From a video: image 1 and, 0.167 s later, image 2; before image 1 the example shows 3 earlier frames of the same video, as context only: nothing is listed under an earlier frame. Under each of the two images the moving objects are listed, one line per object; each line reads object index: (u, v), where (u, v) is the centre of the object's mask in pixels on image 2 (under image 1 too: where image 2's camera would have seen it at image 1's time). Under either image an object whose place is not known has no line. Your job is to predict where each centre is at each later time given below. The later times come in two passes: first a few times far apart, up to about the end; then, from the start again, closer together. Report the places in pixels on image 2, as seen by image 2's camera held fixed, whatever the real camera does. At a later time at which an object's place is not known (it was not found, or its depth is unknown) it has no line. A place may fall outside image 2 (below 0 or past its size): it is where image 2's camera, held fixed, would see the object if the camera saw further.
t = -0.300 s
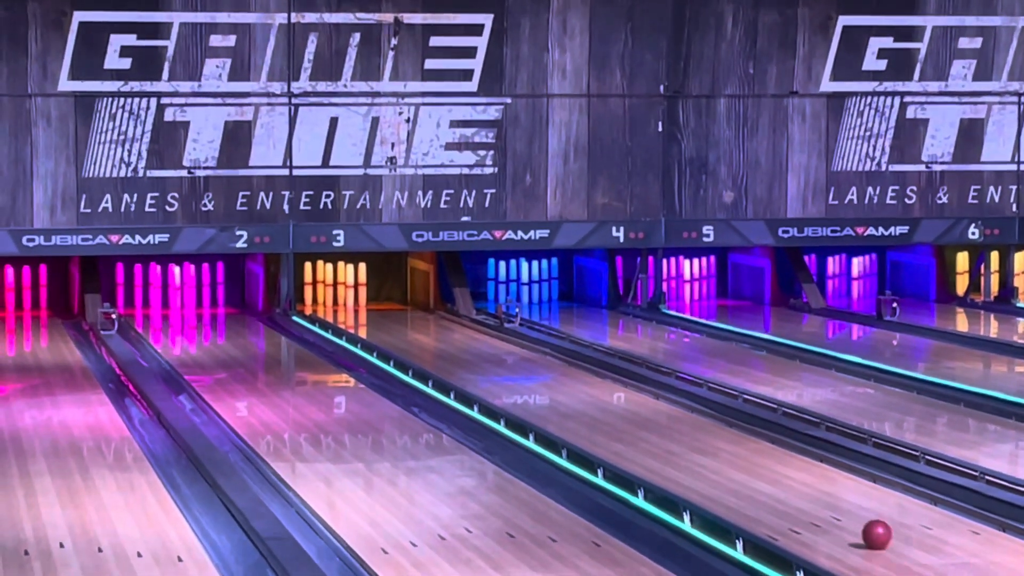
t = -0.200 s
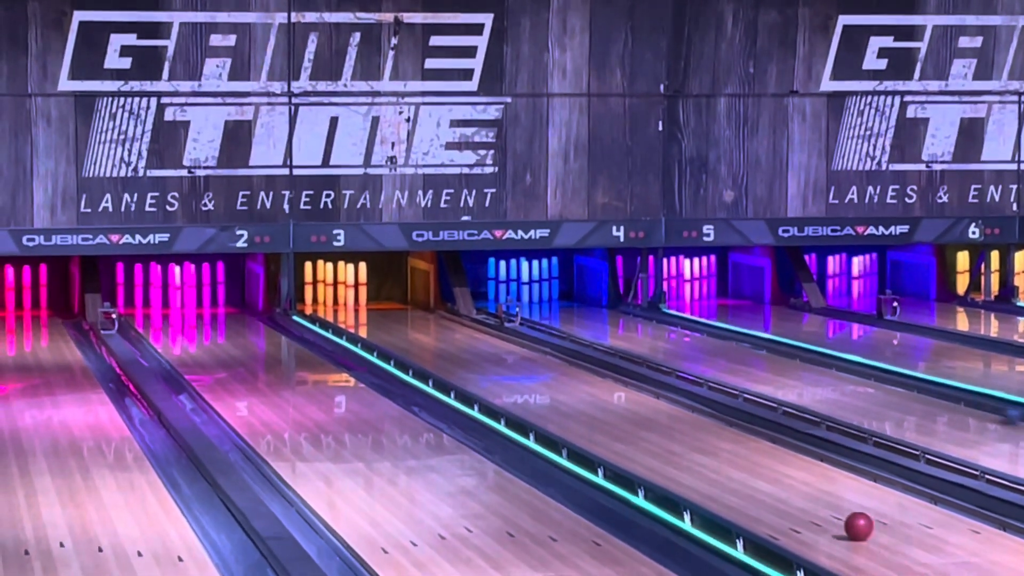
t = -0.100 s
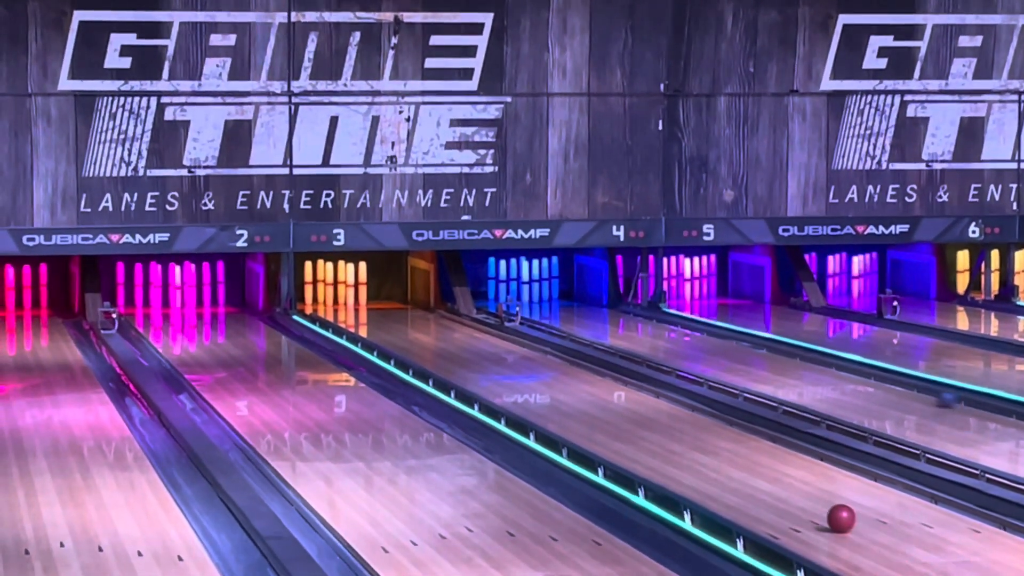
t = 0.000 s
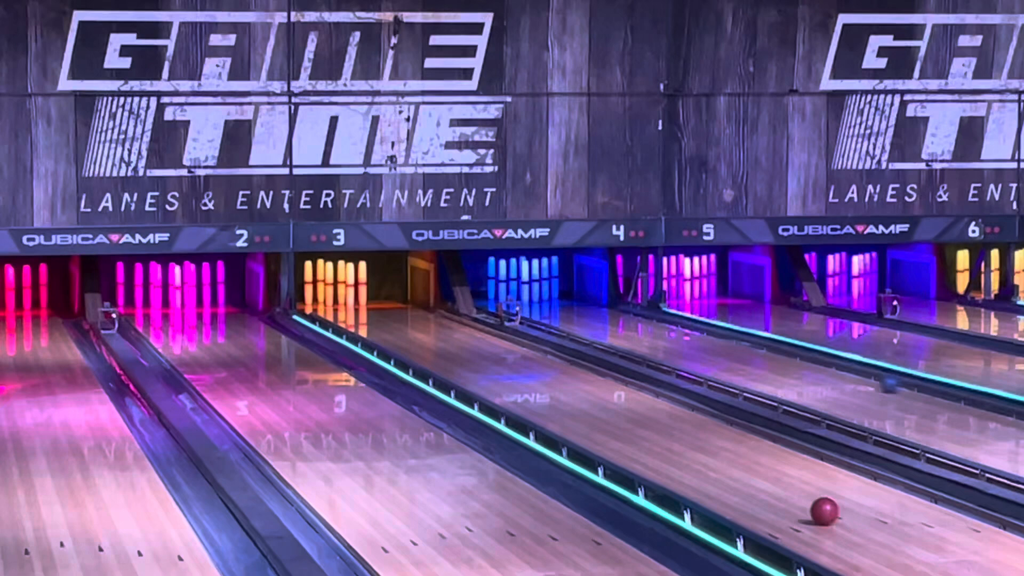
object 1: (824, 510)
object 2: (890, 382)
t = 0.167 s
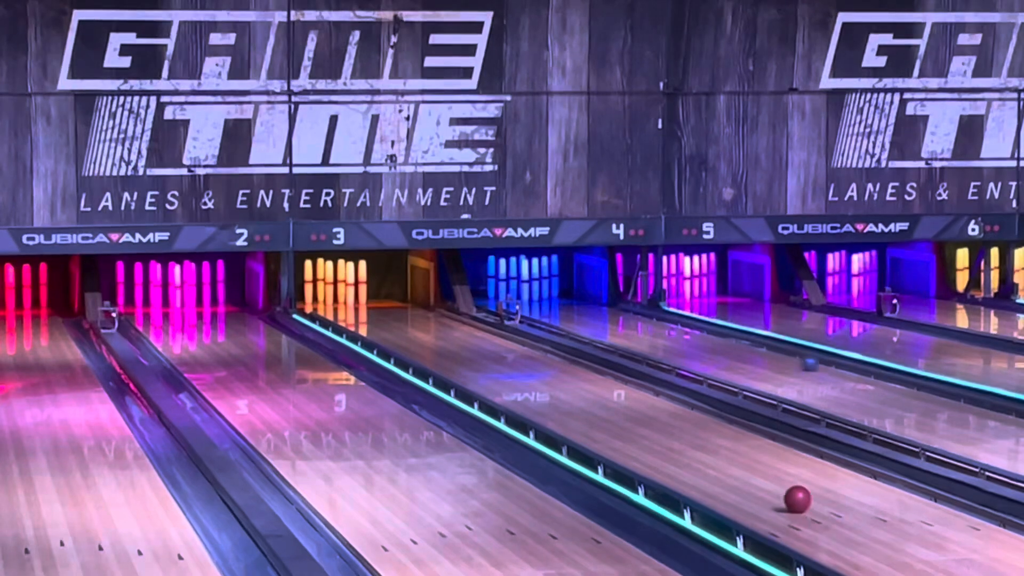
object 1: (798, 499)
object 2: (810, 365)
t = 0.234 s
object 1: (787, 495)
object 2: (781, 357)
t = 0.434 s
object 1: (758, 484)
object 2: (709, 340)
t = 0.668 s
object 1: (727, 471)
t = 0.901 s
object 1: (699, 459)
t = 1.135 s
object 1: (673, 448)
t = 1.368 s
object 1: (649, 438)
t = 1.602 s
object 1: (626, 428)
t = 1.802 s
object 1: (608, 421)
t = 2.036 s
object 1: (588, 412)
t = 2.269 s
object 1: (569, 404)
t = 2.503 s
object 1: (552, 397)
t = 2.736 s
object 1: (537, 389)
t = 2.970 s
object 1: (522, 383)
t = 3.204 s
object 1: (509, 376)
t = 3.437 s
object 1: (495, 370)
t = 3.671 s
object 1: (483, 365)
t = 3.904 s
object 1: (473, 359)
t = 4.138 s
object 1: (462, 354)
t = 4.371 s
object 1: (452, 349)
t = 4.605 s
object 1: (443, 345)
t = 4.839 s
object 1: (434, 340)
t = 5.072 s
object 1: (426, 336)
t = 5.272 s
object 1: (418, 333)
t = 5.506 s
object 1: (411, 329)
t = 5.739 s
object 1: (405, 325)
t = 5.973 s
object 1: (399, 321)
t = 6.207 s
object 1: (391, 318)
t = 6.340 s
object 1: (388, 316)
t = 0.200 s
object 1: (792, 497)
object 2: (795, 361)
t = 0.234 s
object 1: (787, 495)
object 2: (781, 357)
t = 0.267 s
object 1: (782, 493)
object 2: (768, 354)
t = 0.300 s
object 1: (778, 491)
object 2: (756, 351)
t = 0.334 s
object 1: (772, 489)
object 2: (742, 348)
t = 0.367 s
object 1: (767, 487)
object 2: (732, 345)
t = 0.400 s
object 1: (763, 485)
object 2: (720, 343)
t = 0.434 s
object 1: (758, 484)
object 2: (709, 340)
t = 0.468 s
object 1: (753, 482)
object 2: (699, 337)
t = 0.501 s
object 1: (749, 480)
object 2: (688, 335)
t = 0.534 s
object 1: (744, 478)
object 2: (678, 332)
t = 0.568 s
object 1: (740, 476)
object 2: (668, 329)
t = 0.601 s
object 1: (736, 474)
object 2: (660, 327)
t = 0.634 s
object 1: (732, 473)
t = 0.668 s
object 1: (727, 471)
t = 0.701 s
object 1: (723, 469)
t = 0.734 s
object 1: (719, 467)
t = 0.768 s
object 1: (715, 466)
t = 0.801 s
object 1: (711, 464)
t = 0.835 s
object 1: (707, 462)
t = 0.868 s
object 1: (703, 461)
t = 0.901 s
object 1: (699, 459)
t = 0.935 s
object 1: (695, 457)
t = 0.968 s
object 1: (691, 456)
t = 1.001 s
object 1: (687, 454)
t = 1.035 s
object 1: (684, 453)
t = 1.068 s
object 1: (680, 451)
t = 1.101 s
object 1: (676, 449)
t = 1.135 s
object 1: (673, 448)
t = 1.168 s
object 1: (669, 447)
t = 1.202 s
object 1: (666, 445)
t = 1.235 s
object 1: (662, 444)
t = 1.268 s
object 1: (659, 442)
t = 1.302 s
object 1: (655, 440)
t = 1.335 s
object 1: (652, 439)
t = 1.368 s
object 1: (649, 438)
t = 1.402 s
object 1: (645, 436)
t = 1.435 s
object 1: (642, 435)
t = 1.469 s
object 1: (639, 434)
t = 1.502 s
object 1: (635, 432)
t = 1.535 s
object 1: (632, 431)
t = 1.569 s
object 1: (629, 430)
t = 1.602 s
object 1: (626, 428)
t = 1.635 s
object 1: (622, 427)
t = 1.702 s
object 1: (617, 424)
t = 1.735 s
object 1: (614, 423)
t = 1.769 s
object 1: (611, 422)
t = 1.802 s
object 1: (608, 421)
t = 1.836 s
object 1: (605, 420)
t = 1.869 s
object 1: (602, 418)
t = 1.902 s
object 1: (599, 417)
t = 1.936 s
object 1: (596, 416)
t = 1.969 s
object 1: (593, 414)
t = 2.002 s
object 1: (591, 413)
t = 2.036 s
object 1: (588, 412)
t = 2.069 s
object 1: (585, 411)
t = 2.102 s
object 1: (582, 410)
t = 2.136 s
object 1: (580, 409)
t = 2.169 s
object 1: (577, 407)
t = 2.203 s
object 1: (574, 407)
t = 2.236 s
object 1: (572, 405)
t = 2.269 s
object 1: (569, 404)
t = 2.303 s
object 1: (567, 403)
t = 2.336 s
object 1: (564, 402)
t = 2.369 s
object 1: (562, 401)
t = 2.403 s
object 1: (560, 400)
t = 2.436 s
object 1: (557, 399)
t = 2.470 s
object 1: (555, 398)
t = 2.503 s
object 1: (552, 397)
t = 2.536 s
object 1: (550, 396)
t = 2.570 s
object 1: (548, 395)
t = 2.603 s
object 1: (546, 393)
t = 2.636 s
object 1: (543, 392)
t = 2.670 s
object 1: (541, 391)
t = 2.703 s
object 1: (539, 390)
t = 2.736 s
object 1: (537, 389)
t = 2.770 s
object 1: (534, 388)
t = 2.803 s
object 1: (532, 388)
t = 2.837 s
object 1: (530, 387)
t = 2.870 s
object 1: (528, 386)
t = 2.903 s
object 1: (526, 385)
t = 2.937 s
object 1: (524, 384)
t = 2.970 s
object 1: (522, 383)
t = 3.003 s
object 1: (520, 382)
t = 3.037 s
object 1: (518, 381)
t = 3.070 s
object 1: (516, 380)
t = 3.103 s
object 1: (514, 379)
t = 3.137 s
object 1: (512, 378)
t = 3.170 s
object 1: (510, 377)
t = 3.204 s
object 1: (509, 376)
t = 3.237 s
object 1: (507, 375)
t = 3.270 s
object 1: (504, 374)
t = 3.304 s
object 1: (503, 373)
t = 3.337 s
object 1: (501, 372)
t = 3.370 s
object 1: (499, 372)
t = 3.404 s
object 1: (498, 371)
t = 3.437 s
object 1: (495, 370)
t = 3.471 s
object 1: (494, 370)
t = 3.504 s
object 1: (492, 369)
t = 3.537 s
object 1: (490, 368)
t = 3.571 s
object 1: (488, 368)
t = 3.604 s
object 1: (487, 366)
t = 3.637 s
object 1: (485, 366)
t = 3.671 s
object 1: (483, 365)
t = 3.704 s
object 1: (482, 364)
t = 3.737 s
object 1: (481, 363)
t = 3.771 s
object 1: (479, 362)
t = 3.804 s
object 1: (477, 361)
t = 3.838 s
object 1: (476, 361)
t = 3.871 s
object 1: (474, 360)
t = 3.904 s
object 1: (473, 359)
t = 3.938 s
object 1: (471, 359)
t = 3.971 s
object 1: (470, 358)
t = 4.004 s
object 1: (468, 357)
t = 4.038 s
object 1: (467, 357)
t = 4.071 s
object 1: (465, 356)
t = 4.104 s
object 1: (464, 355)
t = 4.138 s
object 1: (462, 354)
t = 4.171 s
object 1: (461, 354)
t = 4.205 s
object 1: (459, 353)
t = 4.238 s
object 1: (458, 352)
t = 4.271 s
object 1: (456, 351)
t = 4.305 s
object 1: (455, 351)
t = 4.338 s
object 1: (454, 350)
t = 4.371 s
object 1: (452, 349)
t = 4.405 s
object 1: (451, 349)
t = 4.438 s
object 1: (450, 348)
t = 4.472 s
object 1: (448, 347)
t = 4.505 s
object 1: (447, 346)
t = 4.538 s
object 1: (445, 346)
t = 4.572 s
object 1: (444, 345)
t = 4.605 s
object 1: (443, 345)
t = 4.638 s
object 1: (442, 344)
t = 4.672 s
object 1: (440, 343)
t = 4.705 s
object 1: (439, 343)
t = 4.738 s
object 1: (438, 342)
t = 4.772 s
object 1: (437, 342)
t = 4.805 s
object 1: (435, 341)
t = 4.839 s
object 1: (434, 340)
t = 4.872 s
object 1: (433, 340)
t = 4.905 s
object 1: (432, 339)
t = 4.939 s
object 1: (430, 339)
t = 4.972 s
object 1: (429, 338)
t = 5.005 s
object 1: (428, 337)
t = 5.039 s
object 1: (427, 337)
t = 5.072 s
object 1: (426, 336)
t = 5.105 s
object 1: (425, 335)
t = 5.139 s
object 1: (423, 335)
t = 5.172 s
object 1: (422, 334)
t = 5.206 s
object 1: (421, 334)
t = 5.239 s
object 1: (420, 333)
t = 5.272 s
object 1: (418, 333)
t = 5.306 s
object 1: (418, 332)
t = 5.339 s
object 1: (417, 332)
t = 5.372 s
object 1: (416, 331)
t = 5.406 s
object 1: (415, 330)
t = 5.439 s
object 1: (413, 330)
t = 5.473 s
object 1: (412, 329)
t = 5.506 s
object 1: (411, 329)
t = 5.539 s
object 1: (410, 329)
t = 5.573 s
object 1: (409, 328)
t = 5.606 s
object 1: (409, 327)
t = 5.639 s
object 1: (407, 326)
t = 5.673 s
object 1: (407, 326)
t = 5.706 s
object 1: (405, 325)
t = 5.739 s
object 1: (405, 325)
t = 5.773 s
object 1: (403, 324)
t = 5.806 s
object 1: (402, 324)
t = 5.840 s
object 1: (401, 323)
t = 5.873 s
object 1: (401, 323)
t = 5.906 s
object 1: (400, 322)
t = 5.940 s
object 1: (399, 322)
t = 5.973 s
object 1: (399, 321)
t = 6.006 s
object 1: (398, 321)
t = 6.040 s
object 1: (397, 320)
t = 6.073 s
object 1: (396, 320)
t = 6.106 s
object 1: (394, 320)
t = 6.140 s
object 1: (394, 319)
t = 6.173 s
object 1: (392, 319)
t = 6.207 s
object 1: (391, 318)
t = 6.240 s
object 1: (390, 318)
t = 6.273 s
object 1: (390, 317)
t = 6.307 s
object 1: (389, 317)
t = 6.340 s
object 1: (388, 316)
